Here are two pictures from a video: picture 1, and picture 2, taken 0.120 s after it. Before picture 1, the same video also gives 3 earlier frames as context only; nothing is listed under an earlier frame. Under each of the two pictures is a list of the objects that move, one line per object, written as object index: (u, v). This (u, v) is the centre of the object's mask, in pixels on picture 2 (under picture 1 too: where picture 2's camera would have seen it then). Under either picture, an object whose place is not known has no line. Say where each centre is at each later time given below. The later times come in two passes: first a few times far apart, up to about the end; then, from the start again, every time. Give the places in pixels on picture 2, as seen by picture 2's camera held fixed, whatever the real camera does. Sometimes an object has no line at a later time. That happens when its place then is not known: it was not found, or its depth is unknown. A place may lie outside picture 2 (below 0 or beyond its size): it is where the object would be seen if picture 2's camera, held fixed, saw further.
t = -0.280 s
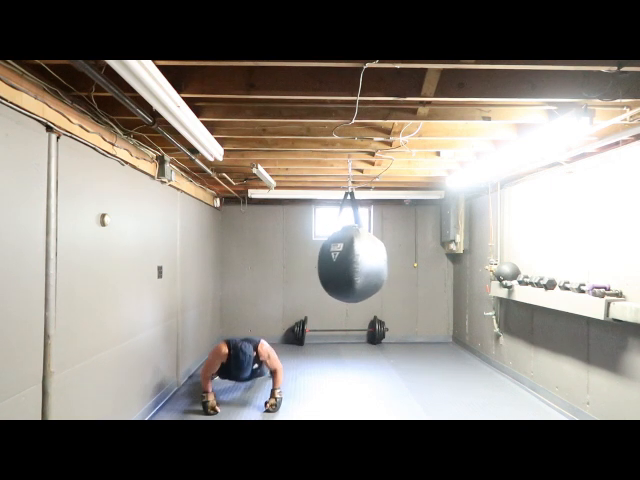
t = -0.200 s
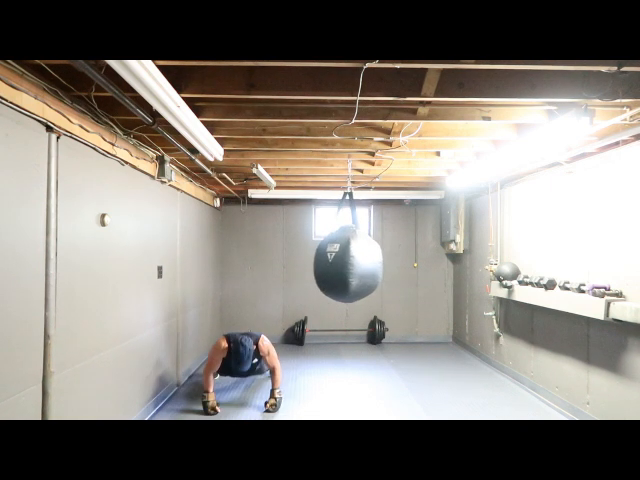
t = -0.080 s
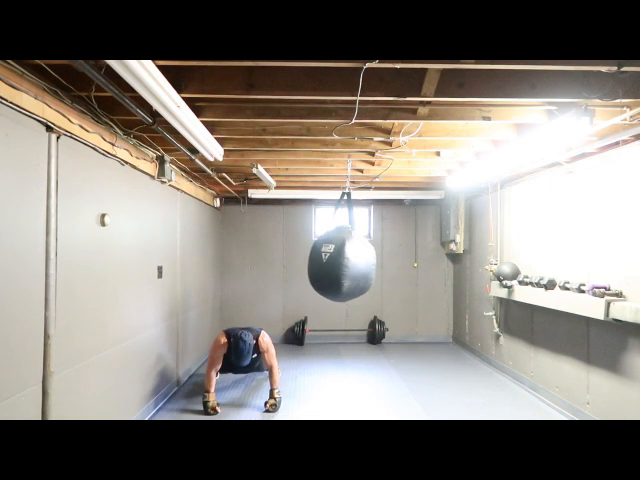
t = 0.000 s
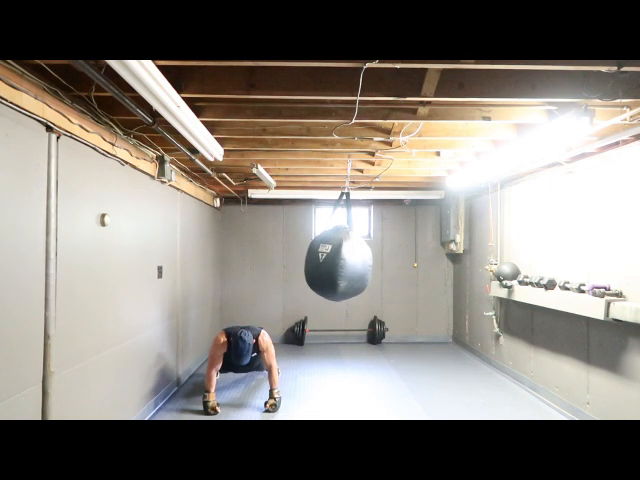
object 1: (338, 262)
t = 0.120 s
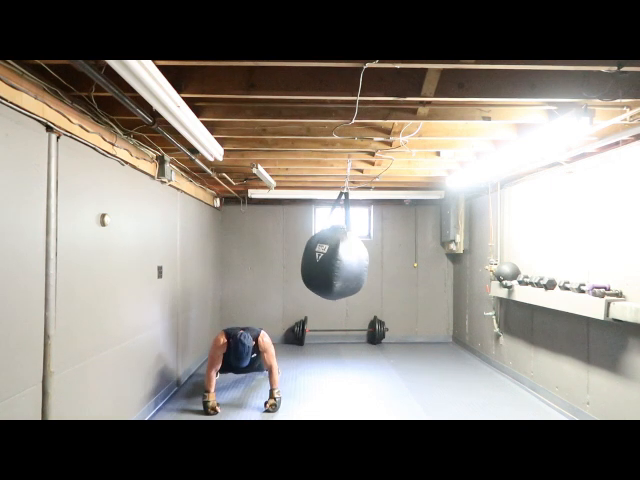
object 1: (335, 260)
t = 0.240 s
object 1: (333, 261)
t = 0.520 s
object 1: (338, 262)
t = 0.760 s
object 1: (350, 262)
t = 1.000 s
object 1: (361, 261)
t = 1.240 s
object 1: (367, 260)
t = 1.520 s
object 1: (362, 261)
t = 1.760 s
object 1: (350, 263)
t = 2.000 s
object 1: (339, 262)
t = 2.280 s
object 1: (334, 260)
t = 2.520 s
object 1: (338, 262)
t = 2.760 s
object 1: (349, 263)
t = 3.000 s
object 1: (361, 262)
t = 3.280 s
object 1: (366, 260)
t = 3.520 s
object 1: (361, 261)
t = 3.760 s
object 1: (350, 263)
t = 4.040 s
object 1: (338, 261)
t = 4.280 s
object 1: (334, 260)
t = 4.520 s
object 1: (338, 262)
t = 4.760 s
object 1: (349, 262)
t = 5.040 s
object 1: (362, 261)
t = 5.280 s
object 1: (366, 260)
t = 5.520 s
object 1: (361, 261)
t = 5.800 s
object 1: (349, 263)
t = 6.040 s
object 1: (338, 262)
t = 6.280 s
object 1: (334, 260)
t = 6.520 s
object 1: (338, 262)
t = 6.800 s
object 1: (351, 262)
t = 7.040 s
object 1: (361, 261)
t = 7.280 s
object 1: (366, 260)
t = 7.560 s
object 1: (360, 261)
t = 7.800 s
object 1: (349, 263)
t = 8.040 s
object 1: (339, 262)
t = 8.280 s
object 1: (335, 260)
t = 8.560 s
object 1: (340, 262)
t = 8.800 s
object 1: (350, 263)
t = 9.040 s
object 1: (361, 261)
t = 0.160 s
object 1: (334, 260)
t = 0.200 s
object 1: (334, 260)
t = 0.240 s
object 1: (333, 261)
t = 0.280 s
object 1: (333, 260)
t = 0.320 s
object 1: (334, 260)
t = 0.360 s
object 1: (334, 261)
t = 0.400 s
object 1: (335, 260)
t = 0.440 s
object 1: (336, 260)
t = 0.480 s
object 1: (337, 261)
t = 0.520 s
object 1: (338, 262)
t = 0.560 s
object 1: (340, 262)
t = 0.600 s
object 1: (342, 261)
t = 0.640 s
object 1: (343, 262)
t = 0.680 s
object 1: (345, 262)
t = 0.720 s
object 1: (347, 262)
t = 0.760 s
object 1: (350, 262)
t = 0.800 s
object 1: (352, 262)
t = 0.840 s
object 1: (354, 262)
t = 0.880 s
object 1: (356, 262)
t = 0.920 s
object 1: (358, 262)
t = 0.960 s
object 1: (360, 262)
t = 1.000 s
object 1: (361, 261)
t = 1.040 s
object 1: (363, 261)
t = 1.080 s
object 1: (364, 261)
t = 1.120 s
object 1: (365, 261)
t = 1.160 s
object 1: (366, 260)
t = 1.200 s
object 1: (366, 260)
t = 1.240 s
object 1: (367, 260)
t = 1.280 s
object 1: (367, 260)
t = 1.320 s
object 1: (366, 260)
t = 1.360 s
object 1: (366, 260)
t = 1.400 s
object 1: (365, 260)
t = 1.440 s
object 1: (364, 261)
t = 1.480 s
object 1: (363, 261)
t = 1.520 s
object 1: (362, 261)
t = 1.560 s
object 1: (360, 261)
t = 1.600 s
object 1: (358, 262)
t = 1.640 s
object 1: (356, 262)
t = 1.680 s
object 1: (354, 262)
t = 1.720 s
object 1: (352, 262)
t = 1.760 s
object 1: (350, 263)
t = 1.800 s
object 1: (348, 263)
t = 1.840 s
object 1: (346, 263)
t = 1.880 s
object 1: (344, 262)
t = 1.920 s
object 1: (342, 262)
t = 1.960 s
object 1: (340, 262)
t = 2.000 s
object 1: (339, 262)
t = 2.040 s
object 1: (337, 262)
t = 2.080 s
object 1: (336, 262)
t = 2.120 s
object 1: (335, 261)
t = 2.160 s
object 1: (334, 260)
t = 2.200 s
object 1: (334, 260)
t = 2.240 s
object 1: (334, 260)
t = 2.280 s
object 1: (334, 260)
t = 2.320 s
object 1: (334, 261)
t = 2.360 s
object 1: (334, 260)
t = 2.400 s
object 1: (335, 260)
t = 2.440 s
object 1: (336, 260)
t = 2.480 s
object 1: (337, 261)
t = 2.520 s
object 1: (338, 262)
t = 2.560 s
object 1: (340, 262)
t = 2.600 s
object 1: (341, 261)
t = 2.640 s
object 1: (343, 262)
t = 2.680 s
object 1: (345, 262)
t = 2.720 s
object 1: (347, 263)
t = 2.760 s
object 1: (349, 263)
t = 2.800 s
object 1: (351, 262)
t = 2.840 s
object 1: (353, 262)
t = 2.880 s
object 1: (355, 262)
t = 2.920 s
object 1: (357, 262)
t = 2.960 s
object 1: (359, 262)
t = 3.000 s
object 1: (361, 262)
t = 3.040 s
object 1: (362, 261)
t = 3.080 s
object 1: (363, 261)
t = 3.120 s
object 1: (364, 261)
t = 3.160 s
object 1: (365, 260)
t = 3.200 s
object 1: (366, 260)
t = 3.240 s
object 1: (366, 260)
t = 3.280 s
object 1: (366, 260)
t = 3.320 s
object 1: (366, 260)
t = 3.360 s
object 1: (366, 260)
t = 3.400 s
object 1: (365, 260)
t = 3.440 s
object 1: (364, 261)
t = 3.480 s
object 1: (363, 261)
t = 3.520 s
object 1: (361, 261)
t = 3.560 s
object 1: (360, 261)
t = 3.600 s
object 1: (358, 262)
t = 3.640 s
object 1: (356, 262)
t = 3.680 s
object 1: (354, 262)
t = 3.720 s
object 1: (352, 262)
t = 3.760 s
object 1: (350, 263)
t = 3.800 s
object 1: (348, 263)
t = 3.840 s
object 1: (346, 262)
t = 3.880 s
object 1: (344, 262)
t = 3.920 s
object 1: (342, 262)
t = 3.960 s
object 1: (341, 262)
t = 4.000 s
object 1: (339, 261)
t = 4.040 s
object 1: (338, 261)
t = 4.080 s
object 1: (337, 261)
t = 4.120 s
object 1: (336, 261)
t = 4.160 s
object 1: (335, 260)
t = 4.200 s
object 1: (334, 260)
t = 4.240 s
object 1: (334, 260)
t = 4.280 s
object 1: (334, 260)
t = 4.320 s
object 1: (334, 260)
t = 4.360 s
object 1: (335, 260)
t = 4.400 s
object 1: (335, 260)
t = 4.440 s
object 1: (336, 260)
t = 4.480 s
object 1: (337, 261)
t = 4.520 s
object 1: (338, 262)
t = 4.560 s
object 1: (340, 262)
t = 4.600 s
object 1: (341, 262)
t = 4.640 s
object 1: (343, 262)
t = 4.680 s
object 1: (345, 262)
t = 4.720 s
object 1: (347, 262)
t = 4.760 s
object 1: (349, 262)
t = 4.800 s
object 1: (351, 262)
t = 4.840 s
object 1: (353, 262)
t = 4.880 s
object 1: (355, 262)
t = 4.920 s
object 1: (357, 262)
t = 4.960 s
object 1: (359, 262)
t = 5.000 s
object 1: (360, 262)
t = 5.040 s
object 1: (362, 261)
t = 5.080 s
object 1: (363, 261)
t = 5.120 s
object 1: (364, 261)
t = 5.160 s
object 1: (365, 261)
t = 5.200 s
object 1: (365, 260)
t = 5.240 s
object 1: (366, 260)
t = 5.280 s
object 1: (366, 260)
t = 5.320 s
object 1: (366, 260)
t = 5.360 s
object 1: (365, 260)
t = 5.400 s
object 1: (365, 260)
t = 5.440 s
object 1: (364, 261)
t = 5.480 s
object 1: (363, 261)
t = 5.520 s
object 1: (361, 261)
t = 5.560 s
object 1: (360, 261)
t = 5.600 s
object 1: (358, 262)
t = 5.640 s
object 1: (356, 262)
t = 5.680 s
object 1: (355, 262)
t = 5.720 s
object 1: (353, 262)
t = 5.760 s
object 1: (350, 263)
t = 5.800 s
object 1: (349, 263)
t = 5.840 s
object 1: (346, 262)
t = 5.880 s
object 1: (345, 262)
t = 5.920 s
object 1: (343, 262)
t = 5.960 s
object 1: (341, 262)
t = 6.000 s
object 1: (340, 261)
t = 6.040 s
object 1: (338, 262)
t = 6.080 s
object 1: (337, 262)
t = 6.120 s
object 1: (336, 260)
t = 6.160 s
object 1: (335, 260)
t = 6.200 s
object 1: (335, 260)
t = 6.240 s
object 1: (334, 260)
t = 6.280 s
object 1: (334, 260)
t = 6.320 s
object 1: (334, 260)
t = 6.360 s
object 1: (335, 260)
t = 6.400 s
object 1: (335, 260)
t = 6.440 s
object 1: (336, 260)
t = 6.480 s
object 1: (337, 262)
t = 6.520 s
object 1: (338, 262)
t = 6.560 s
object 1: (340, 262)
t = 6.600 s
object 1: (341, 261)
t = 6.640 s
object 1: (343, 262)
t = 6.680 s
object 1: (345, 262)
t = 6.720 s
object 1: (346, 262)
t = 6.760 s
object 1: (349, 262)
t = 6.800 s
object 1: (351, 262)
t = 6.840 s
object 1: (353, 262)
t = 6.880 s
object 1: (355, 263)
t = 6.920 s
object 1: (356, 262)
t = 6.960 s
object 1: (358, 262)
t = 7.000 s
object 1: (360, 262)
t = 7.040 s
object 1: (361, 261)
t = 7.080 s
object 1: (363, 261)
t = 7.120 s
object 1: (364, 261)
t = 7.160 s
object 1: (364, 261)
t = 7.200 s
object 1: (365, 260)
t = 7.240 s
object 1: (365, 260)
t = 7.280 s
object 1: (366, 260)
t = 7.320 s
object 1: (365, 260)
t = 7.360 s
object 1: (365, 260)
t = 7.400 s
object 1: (365, 260)
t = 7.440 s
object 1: (364, 261)
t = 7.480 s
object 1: (363, 261)
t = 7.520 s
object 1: (362, 261)
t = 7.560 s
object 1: (360, 261)
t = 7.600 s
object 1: (358, 262)
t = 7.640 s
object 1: (357, 262)
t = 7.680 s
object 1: (355, 262)
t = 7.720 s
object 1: (353, 263)
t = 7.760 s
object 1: (351, 262)
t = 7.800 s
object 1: (349, 263)
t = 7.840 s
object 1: (347, 263)
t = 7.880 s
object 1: (345, 262)
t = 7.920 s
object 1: (343, 262)
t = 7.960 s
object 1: (342, 262)
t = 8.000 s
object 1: (340, 262)
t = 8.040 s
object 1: (339, 262)
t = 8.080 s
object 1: (337, 262)
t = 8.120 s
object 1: (336, 261)
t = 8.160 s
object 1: (336, 260)
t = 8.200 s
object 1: (335, 260)
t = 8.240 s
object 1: (335, 260)
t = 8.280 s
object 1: (335, 260)
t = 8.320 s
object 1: (335, 260)
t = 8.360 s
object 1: (335, 260)
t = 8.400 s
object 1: (335, 260)
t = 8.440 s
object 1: (336, 261)
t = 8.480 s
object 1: (337, 262)
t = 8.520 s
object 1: (338, 262)
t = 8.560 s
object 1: (340, 262)
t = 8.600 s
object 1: (341, 262)
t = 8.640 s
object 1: (343, 262)
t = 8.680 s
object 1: (345, 263)
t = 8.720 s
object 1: (347, 263)
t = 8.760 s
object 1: (348, 263)
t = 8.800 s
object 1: (350, 263)
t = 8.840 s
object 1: (352, 263)
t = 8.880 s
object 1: (354, 263)
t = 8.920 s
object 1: (356, 262)
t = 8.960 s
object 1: (358, 262)
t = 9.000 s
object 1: (360, 262)
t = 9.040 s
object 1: (361, 261)
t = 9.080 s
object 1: (362, 261)
